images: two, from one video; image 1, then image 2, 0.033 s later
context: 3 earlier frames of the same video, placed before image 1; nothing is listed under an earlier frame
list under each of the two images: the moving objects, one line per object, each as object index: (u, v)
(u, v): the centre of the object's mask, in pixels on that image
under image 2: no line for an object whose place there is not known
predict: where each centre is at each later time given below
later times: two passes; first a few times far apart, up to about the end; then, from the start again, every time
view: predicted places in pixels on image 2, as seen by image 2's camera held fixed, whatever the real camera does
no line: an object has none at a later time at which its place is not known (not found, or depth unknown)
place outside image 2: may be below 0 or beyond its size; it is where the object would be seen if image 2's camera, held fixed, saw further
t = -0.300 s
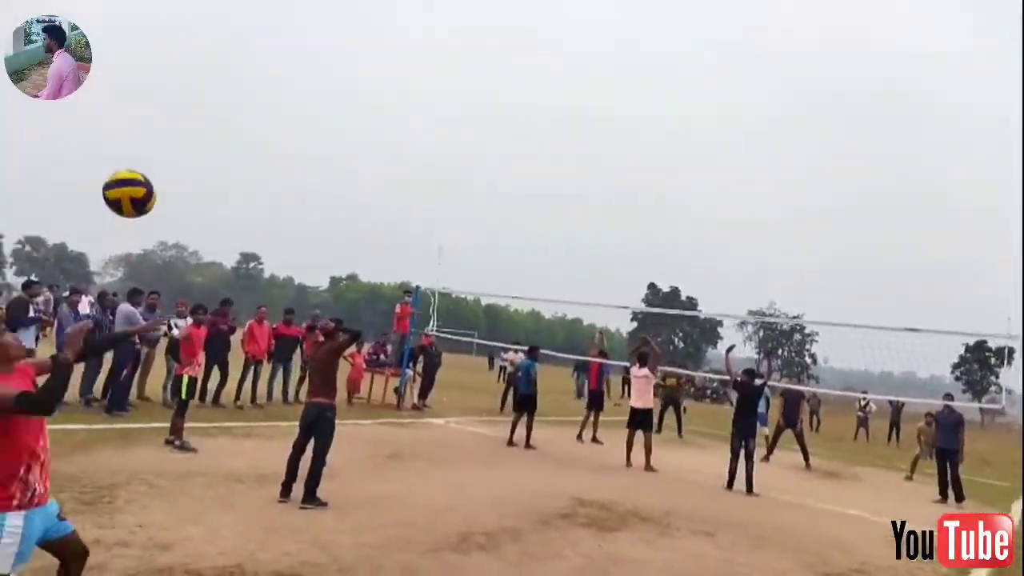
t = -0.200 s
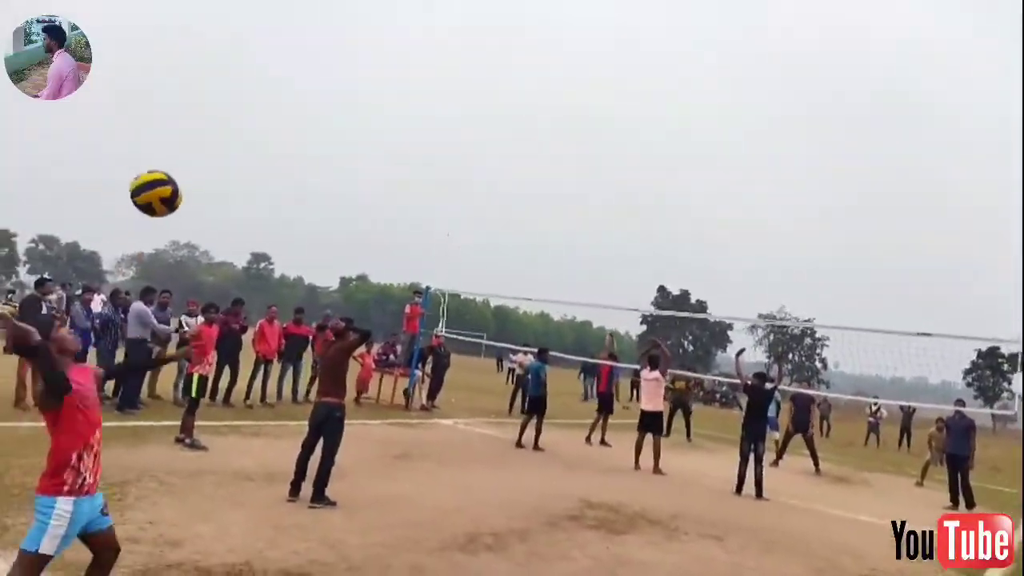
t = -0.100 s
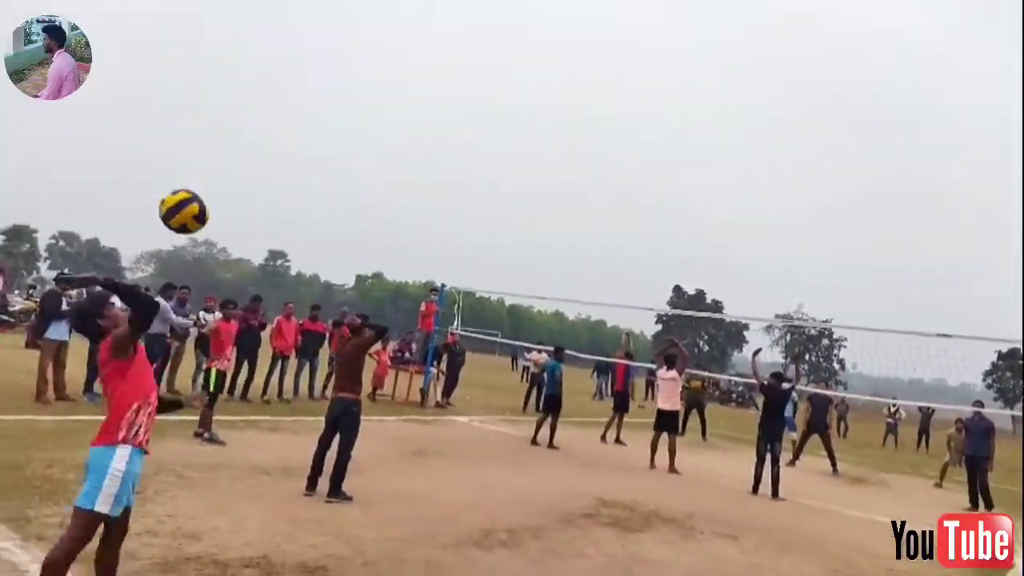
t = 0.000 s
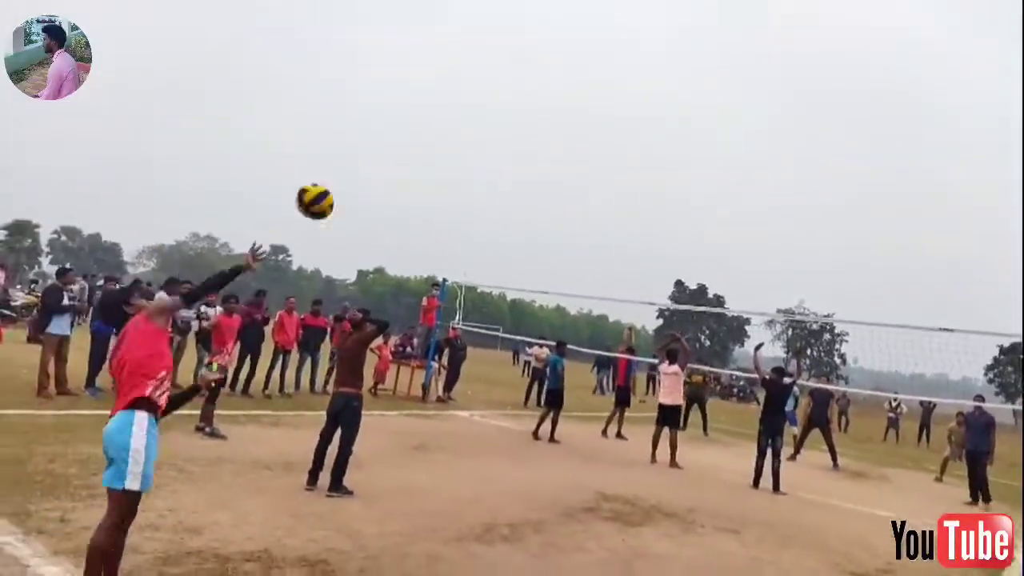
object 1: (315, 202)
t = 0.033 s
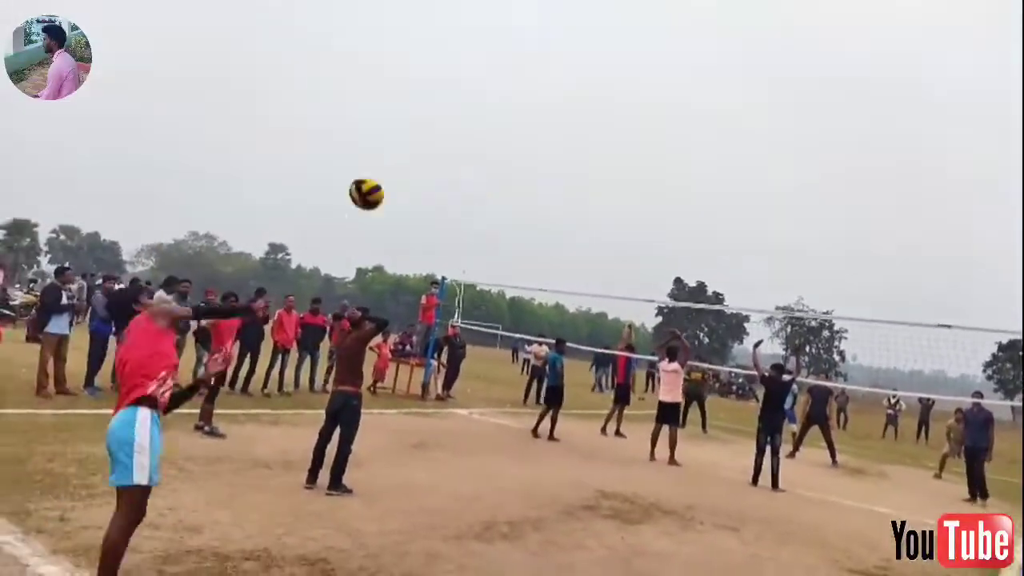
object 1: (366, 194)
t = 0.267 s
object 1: (562, 197)
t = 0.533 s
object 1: (644, 238)
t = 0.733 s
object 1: (673, 278)
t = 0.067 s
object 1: (410, 190)
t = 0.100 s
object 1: (446, 187)
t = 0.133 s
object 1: (477, 187)
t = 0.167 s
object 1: (503, 189)
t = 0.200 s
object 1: (525, 190)
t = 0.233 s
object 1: (545, 193)
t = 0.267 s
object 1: (562, 197)
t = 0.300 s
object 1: (576, 201)
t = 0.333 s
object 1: (590, 204)
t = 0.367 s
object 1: (601, 209)
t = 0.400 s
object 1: (612, 214)
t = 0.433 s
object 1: (621, 220)
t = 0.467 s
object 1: (629, 225)
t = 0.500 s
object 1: (637, 231)
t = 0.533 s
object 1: (644, 238)
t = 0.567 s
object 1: (650, 244)
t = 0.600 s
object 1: (656, 251)
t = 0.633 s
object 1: (661, 258)
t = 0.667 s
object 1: (665, 265)
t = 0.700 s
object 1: (670, 272)
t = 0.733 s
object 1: (673, 278)
